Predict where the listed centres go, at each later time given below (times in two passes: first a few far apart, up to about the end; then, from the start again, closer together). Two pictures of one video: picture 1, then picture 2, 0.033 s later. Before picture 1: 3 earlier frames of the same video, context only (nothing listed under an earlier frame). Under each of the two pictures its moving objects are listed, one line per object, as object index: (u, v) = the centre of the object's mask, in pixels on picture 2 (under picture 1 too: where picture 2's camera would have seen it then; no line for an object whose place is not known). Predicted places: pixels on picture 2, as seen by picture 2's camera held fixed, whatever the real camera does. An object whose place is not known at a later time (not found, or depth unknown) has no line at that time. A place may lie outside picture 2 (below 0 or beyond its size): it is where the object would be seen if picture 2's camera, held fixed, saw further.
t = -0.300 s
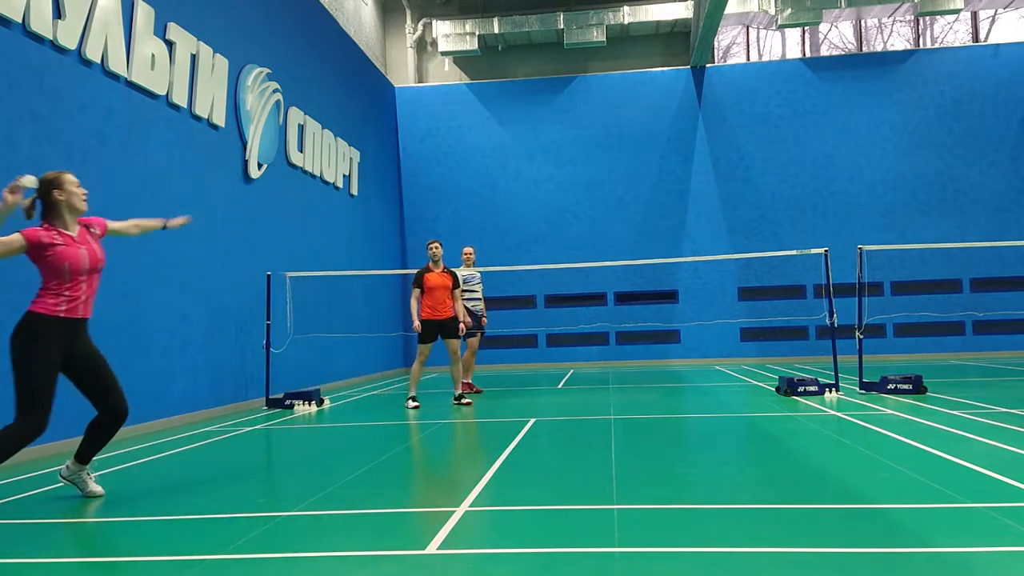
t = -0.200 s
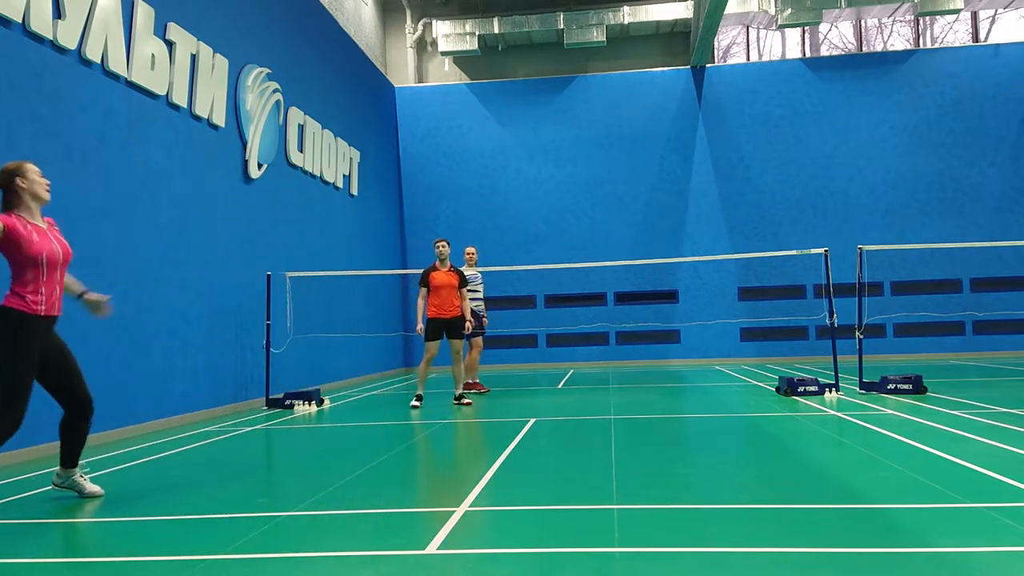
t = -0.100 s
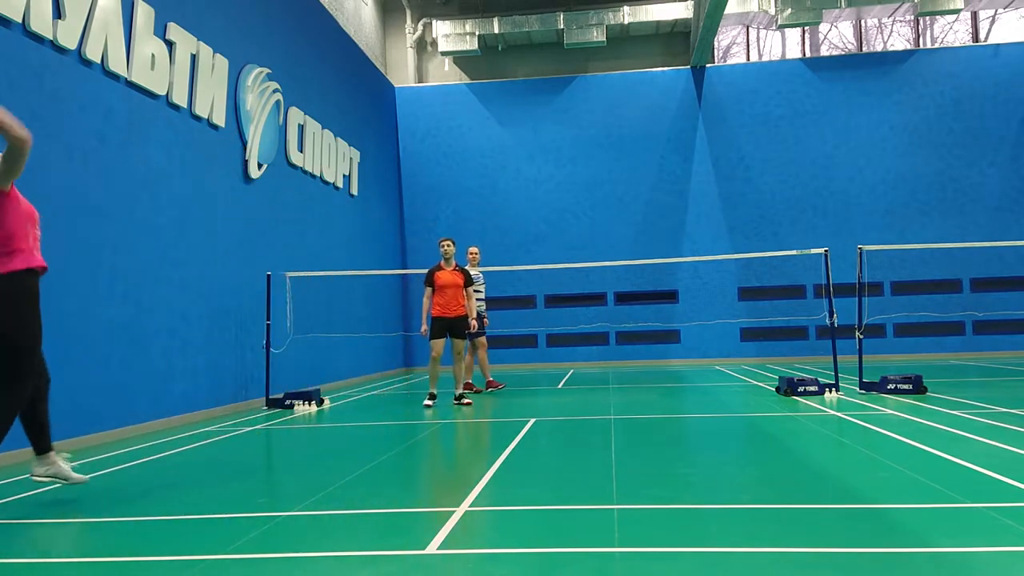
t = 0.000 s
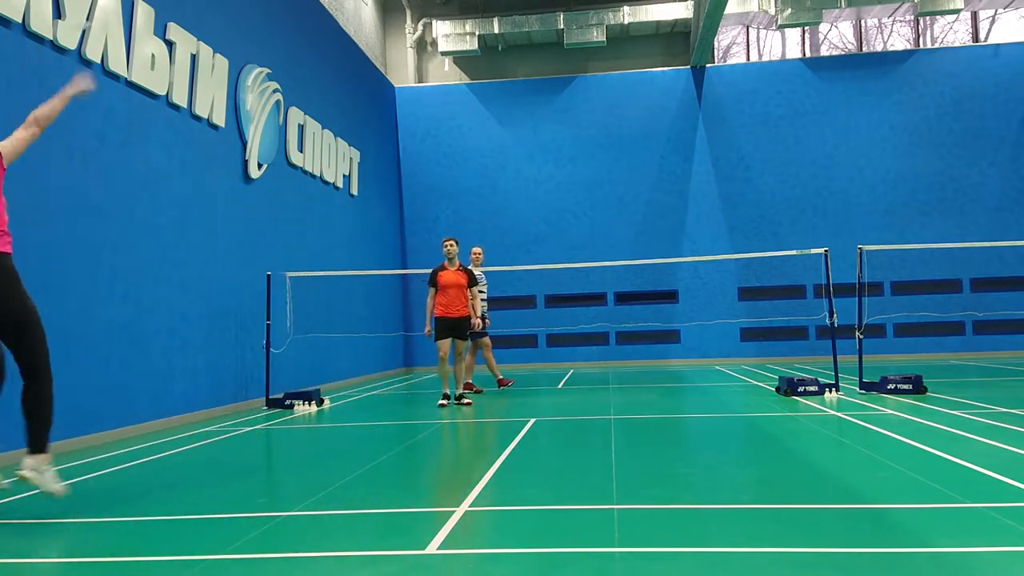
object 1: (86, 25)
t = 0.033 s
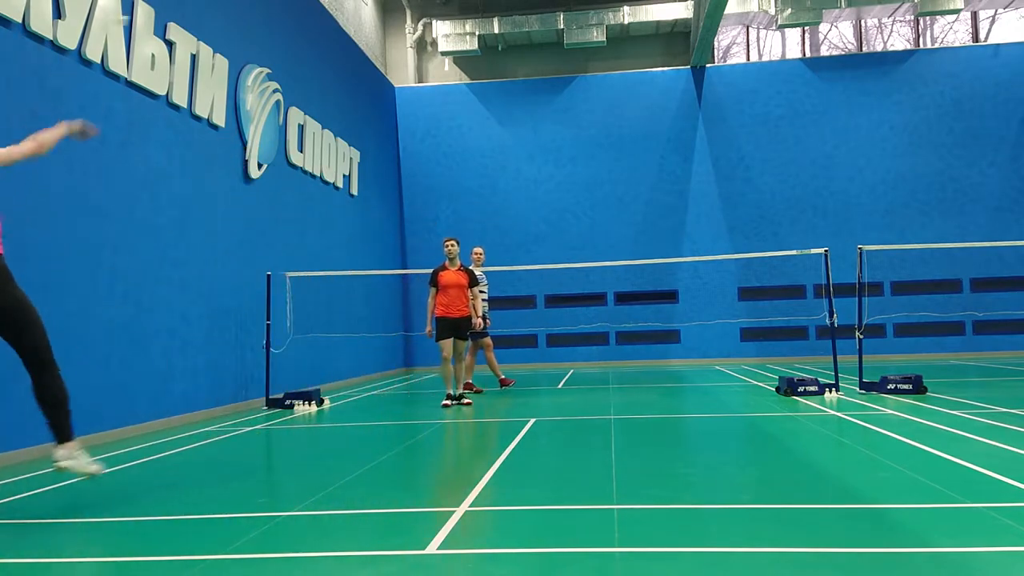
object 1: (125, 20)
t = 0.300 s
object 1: (293, 30)
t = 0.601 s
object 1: (389, 119)
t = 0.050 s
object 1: (134, 19)
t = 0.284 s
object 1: (286, 27)
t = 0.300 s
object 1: (293, 30)
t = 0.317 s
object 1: (300, 33)
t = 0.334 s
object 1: (307, 37)
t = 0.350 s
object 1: (313, 41)
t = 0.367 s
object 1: (319, 45)
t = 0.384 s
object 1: (325, 49)
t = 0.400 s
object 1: (331, 54)
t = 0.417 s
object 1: (336, 58)
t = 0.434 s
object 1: (342, 63)
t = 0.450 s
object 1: (347, 68)
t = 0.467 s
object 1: (352, 73)
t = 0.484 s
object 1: (357, 78)
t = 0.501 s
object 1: (362, 84)
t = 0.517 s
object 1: (367, 89)
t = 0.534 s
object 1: (372, 95)
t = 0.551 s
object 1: (376, 101)
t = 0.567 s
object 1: (380, 107)
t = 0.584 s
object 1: (385, 112)
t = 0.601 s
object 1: (389, 119)
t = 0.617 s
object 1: (392, 125)
